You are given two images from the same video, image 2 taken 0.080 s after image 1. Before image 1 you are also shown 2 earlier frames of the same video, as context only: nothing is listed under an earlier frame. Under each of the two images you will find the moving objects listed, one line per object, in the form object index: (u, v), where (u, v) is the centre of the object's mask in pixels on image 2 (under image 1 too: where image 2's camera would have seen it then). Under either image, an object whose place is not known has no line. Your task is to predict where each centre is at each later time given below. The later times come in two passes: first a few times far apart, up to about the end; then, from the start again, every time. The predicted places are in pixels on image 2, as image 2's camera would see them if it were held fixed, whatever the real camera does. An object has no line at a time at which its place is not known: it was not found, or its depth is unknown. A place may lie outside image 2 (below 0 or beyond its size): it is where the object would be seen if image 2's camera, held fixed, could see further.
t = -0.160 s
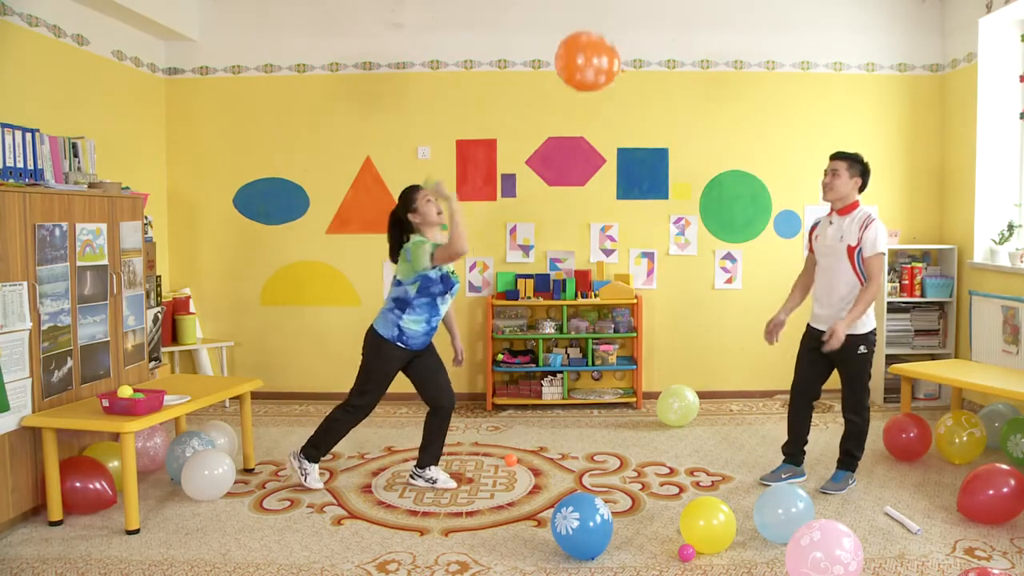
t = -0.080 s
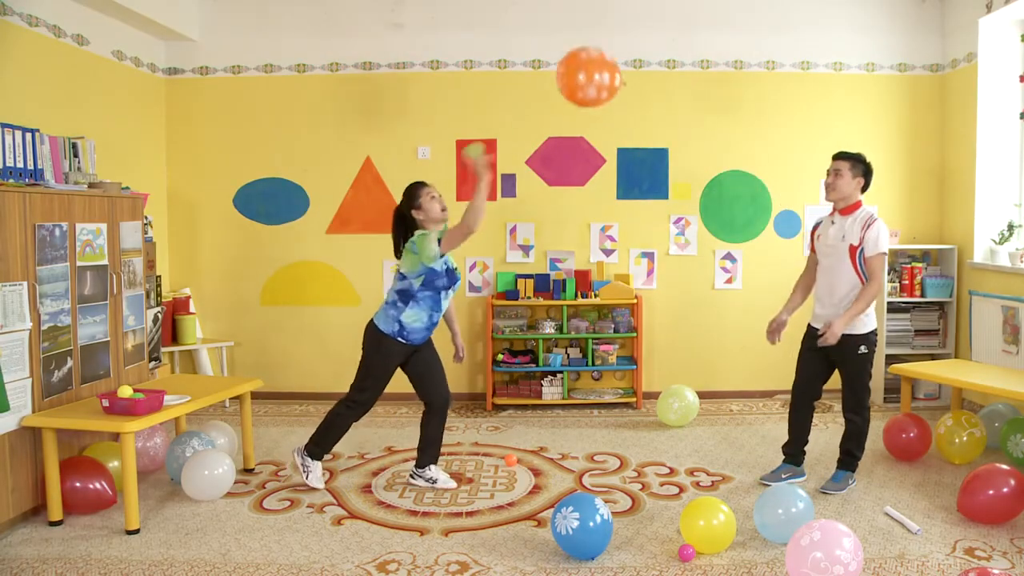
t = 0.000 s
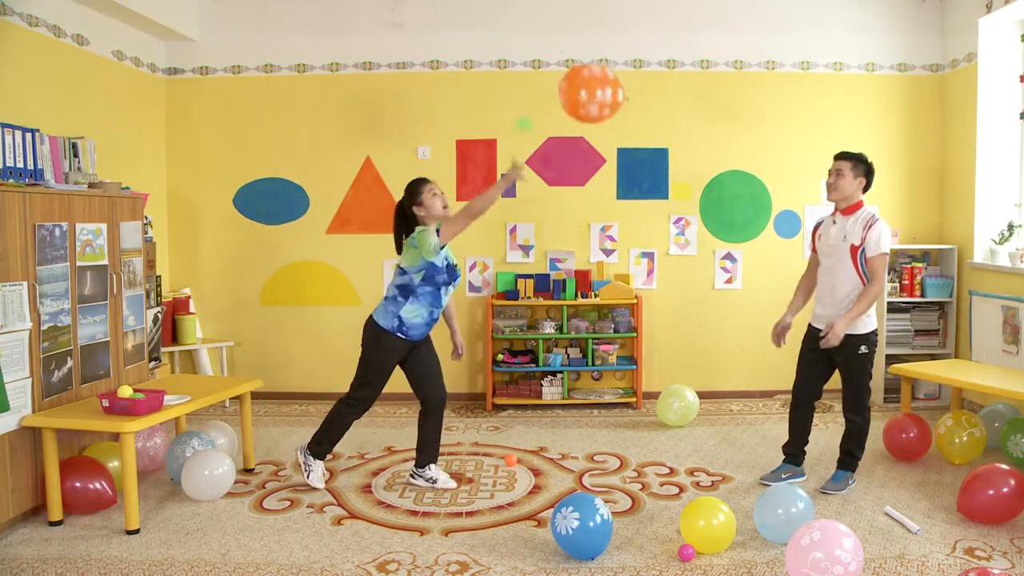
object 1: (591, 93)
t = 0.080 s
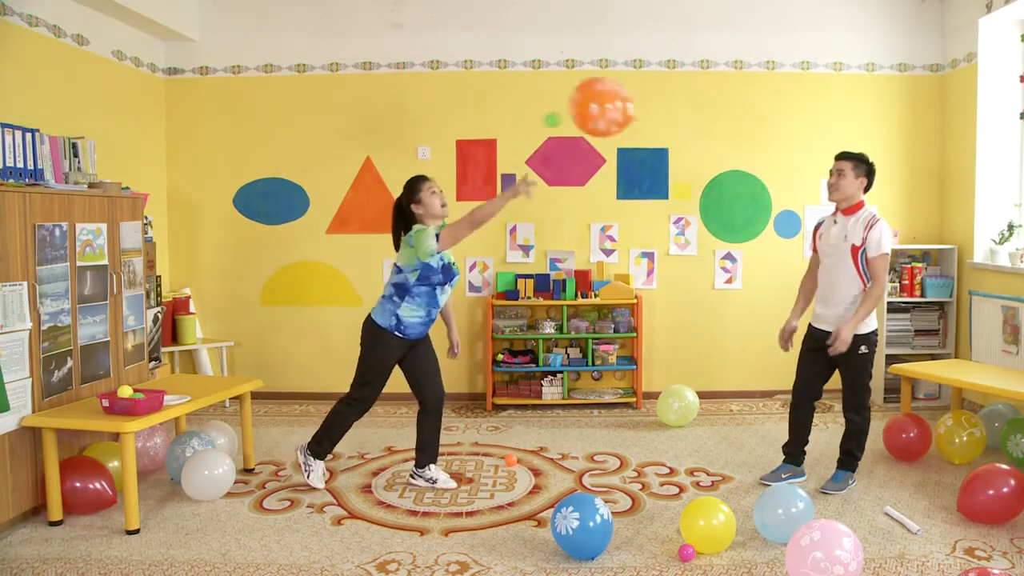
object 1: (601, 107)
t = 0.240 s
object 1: (654, 124)
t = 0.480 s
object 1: (723, 152)
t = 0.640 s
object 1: (762, 174)
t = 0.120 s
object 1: (615, 111)
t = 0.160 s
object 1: (628, 115)
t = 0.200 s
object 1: (642, 119)
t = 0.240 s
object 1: (654, 124)
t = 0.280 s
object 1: (667, 128)
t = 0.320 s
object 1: (680, 132)
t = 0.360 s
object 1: (691, 137)
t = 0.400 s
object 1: (702, 142)
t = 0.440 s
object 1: (713, 147)
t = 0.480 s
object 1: (723, 152)
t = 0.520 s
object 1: (734, 157)
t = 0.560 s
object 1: (744, 163)
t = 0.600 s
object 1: (754, 169)
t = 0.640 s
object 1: (762, 174)
